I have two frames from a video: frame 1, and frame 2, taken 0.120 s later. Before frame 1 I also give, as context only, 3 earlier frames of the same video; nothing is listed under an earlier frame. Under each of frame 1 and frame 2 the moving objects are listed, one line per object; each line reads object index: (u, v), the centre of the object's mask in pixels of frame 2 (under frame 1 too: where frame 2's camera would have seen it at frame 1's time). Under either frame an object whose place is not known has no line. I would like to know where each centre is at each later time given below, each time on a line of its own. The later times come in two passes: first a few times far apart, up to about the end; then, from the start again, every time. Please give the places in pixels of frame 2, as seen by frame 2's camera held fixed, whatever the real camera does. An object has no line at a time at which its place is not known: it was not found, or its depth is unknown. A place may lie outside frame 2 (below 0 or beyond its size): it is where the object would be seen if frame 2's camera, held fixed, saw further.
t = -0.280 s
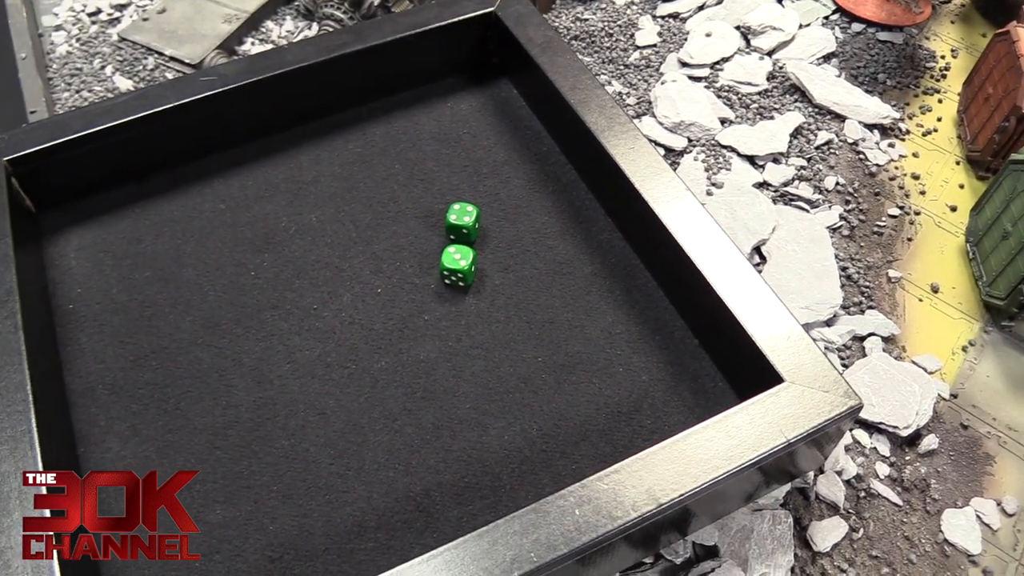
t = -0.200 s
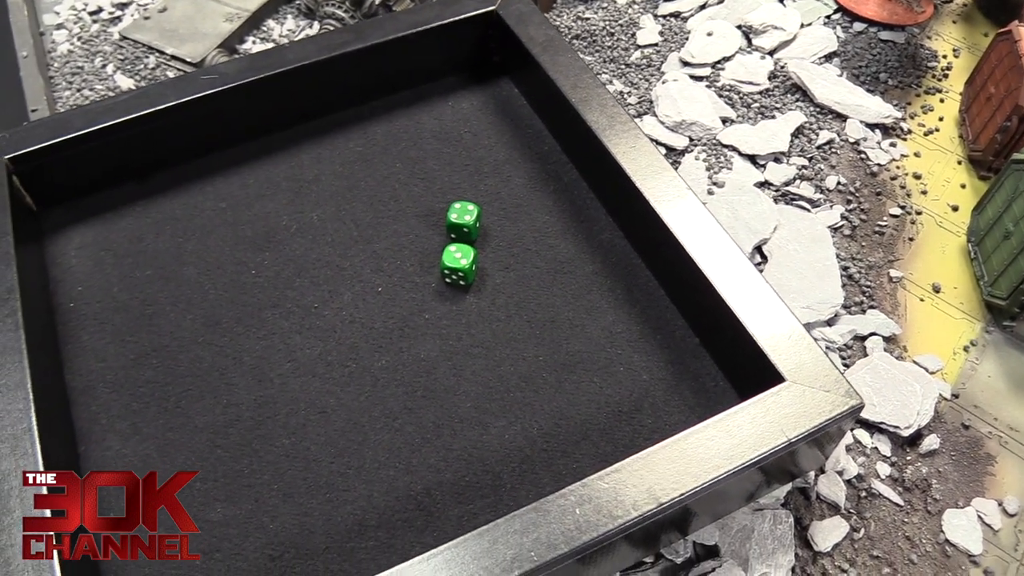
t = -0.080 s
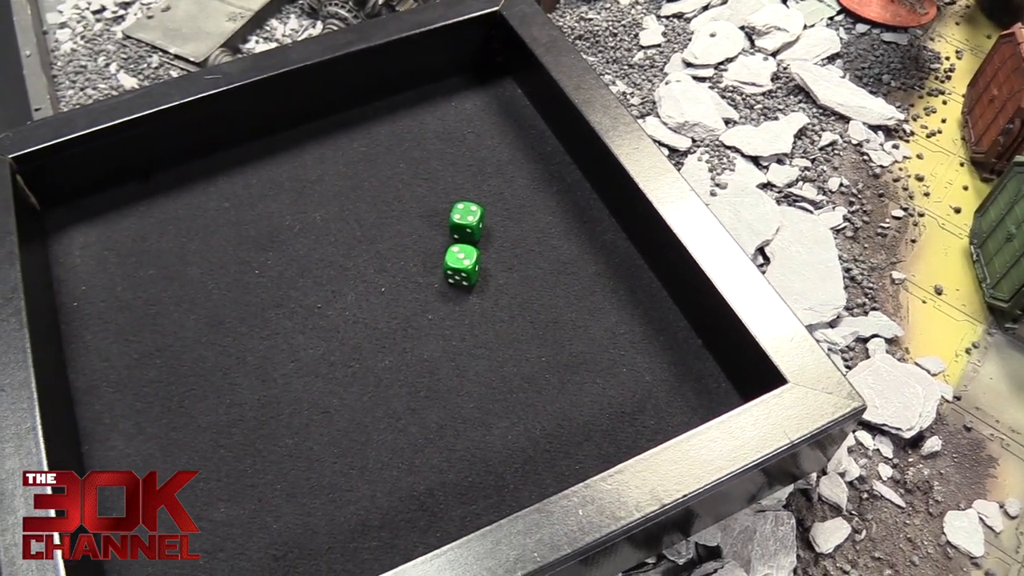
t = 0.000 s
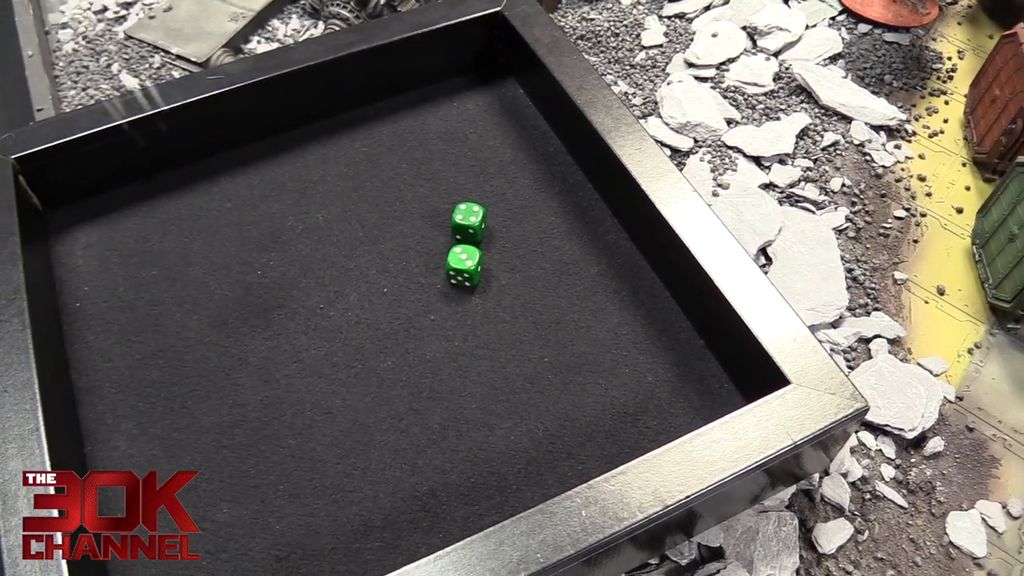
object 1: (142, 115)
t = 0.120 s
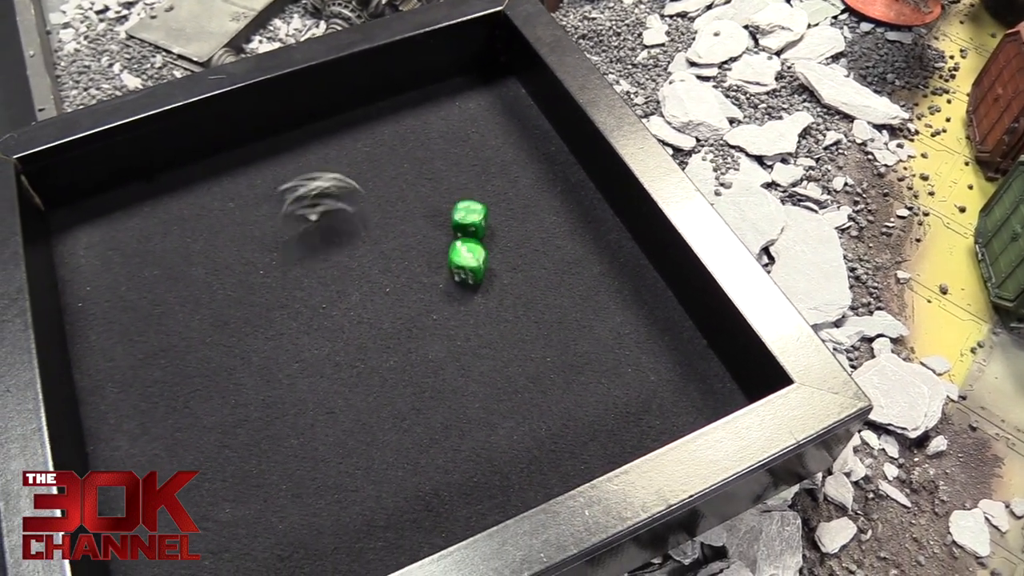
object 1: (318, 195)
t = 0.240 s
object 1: (466, 164)
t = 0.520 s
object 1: (562, 183)
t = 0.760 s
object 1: (561, 182)
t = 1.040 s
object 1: (561, 183)
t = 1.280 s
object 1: (561, 183)
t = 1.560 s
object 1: (561, 182)
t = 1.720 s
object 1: (561, 183)
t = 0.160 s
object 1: (368, 184)
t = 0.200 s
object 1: (420, 172)
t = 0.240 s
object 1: (466, 164)
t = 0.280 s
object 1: (508, 154)
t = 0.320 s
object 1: (544, 153)
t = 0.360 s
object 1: (559, 162)
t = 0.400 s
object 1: (563, 167)
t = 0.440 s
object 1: (564, 175)
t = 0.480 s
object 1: (564, 182)
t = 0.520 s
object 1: (562, 183)
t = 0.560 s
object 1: (561, 182)
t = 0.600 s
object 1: (561, 183)
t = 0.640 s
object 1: (561, 183)
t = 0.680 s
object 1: (561, 182)
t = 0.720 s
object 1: (561, 182)
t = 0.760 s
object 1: (561, 182)
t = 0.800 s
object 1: (561, 182)
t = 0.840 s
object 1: (561, 182)
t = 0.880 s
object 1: (561, 183)
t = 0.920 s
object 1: (561, 183)
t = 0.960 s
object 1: (561, 183)
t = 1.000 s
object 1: (561, 183)
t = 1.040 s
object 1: (561, 183)
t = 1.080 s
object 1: (561, 183)
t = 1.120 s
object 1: (561, 183)
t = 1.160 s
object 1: (561, 183)
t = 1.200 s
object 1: (561, 183)
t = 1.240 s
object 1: (561, 182)
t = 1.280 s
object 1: (561, 183)
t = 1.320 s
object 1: (561, 182)
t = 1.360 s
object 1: (561, 182)
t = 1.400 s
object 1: (561, 182)
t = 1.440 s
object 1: (561, 182)
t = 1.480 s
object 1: (561, 182)
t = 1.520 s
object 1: (561, 182)
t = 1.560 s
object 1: (561, 182)
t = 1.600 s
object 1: (561, 182)
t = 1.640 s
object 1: (561, 182)
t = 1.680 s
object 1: (561, 182)
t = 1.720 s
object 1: (561, 183)
